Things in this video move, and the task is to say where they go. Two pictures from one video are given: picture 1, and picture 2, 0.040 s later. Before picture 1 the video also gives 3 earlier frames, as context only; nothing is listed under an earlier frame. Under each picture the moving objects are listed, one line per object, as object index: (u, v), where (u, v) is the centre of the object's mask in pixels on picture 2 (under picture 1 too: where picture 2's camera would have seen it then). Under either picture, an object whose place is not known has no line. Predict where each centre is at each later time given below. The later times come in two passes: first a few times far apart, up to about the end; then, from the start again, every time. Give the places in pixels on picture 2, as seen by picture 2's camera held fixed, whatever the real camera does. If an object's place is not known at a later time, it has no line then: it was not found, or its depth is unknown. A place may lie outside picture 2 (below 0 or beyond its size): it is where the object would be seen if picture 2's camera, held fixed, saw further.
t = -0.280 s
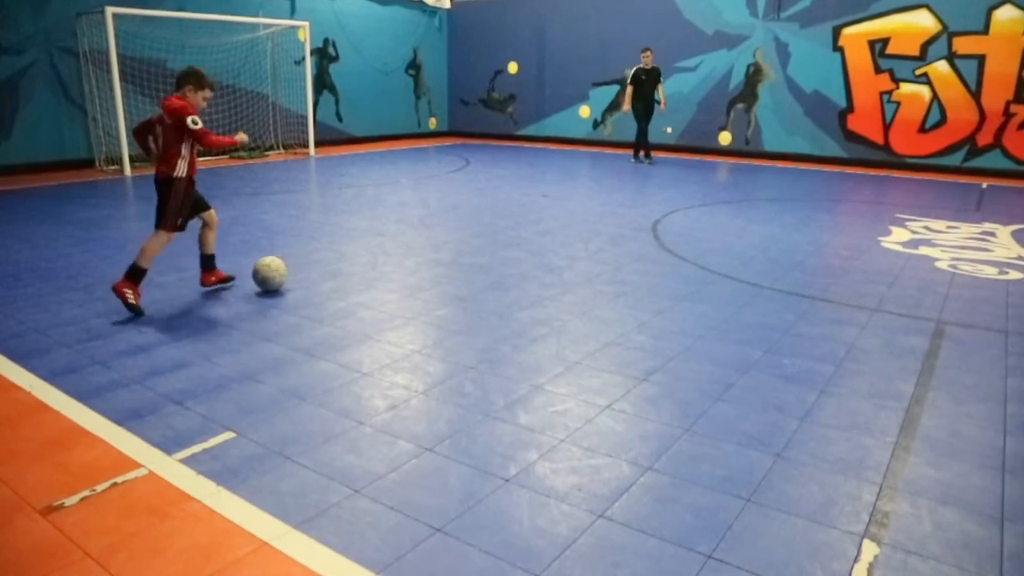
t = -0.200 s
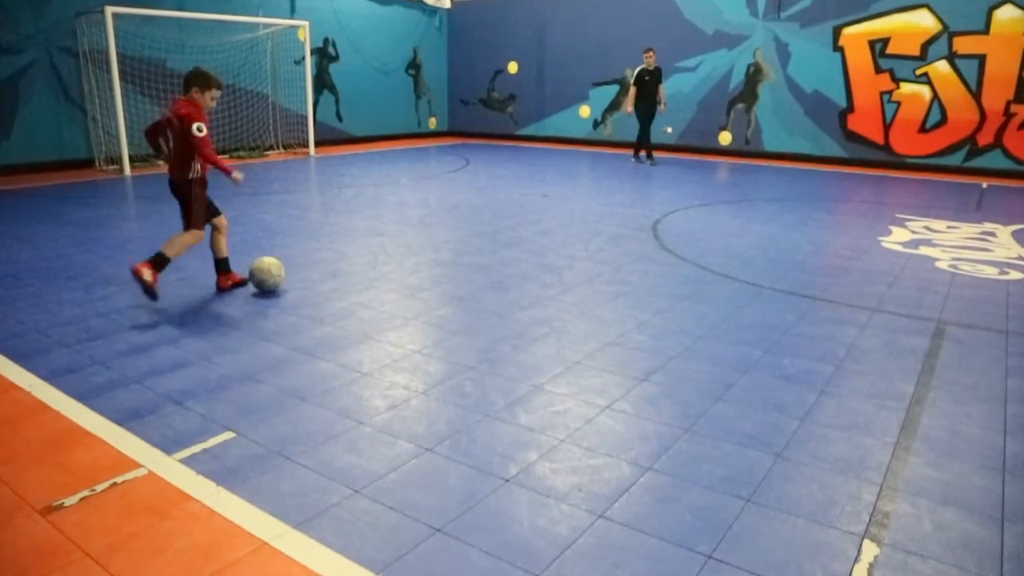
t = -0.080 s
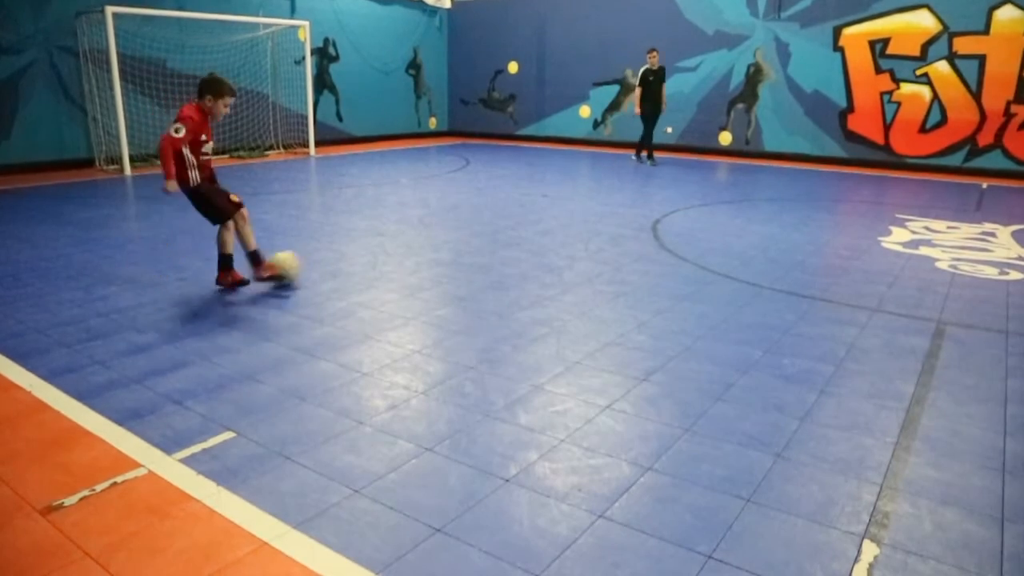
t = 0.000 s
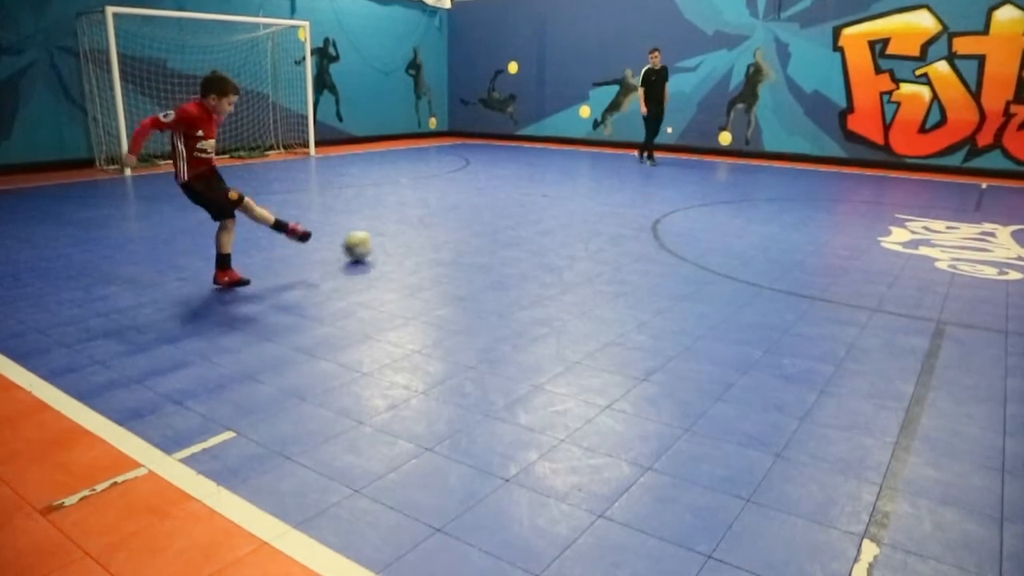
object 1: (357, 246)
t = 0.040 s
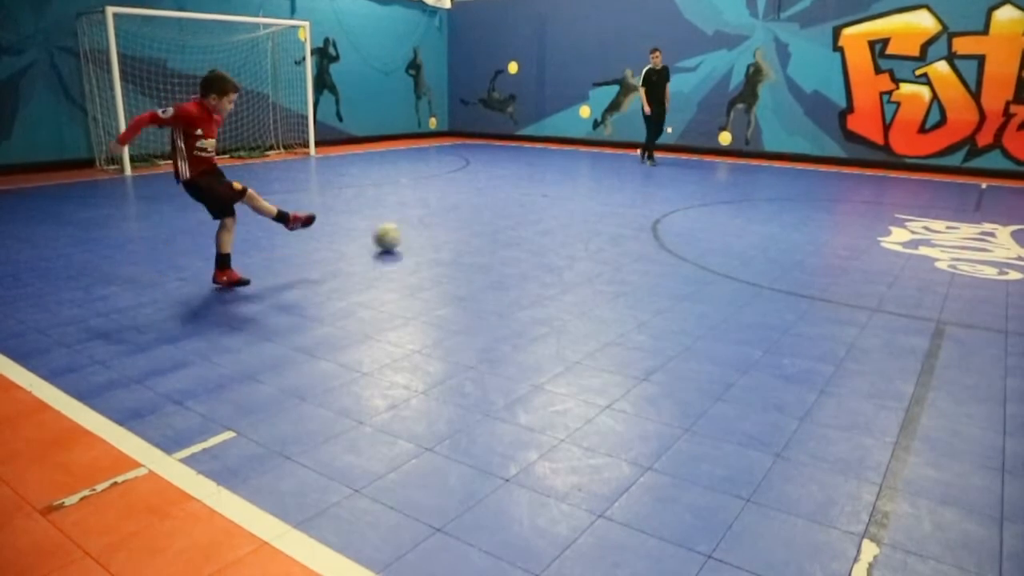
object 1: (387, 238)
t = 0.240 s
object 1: (488, 207)
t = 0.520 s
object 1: (559, 184)
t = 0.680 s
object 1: (584, 176)
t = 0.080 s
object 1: (413, 229)
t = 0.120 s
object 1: (435, 222)
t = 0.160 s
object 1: (455, 217)
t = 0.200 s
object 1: (472, 211)
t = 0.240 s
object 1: (488, 207)
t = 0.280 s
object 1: (501, 202)
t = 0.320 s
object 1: (514, 198)
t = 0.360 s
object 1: (525, 195)
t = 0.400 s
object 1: (534, 192)
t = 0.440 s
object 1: (543, 189)
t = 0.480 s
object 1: (551, 186)
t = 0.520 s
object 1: (559, 184)
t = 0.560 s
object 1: (566, 182)
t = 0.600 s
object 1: (572, 180)
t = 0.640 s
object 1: (579, 178)
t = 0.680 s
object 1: (584, 176)
